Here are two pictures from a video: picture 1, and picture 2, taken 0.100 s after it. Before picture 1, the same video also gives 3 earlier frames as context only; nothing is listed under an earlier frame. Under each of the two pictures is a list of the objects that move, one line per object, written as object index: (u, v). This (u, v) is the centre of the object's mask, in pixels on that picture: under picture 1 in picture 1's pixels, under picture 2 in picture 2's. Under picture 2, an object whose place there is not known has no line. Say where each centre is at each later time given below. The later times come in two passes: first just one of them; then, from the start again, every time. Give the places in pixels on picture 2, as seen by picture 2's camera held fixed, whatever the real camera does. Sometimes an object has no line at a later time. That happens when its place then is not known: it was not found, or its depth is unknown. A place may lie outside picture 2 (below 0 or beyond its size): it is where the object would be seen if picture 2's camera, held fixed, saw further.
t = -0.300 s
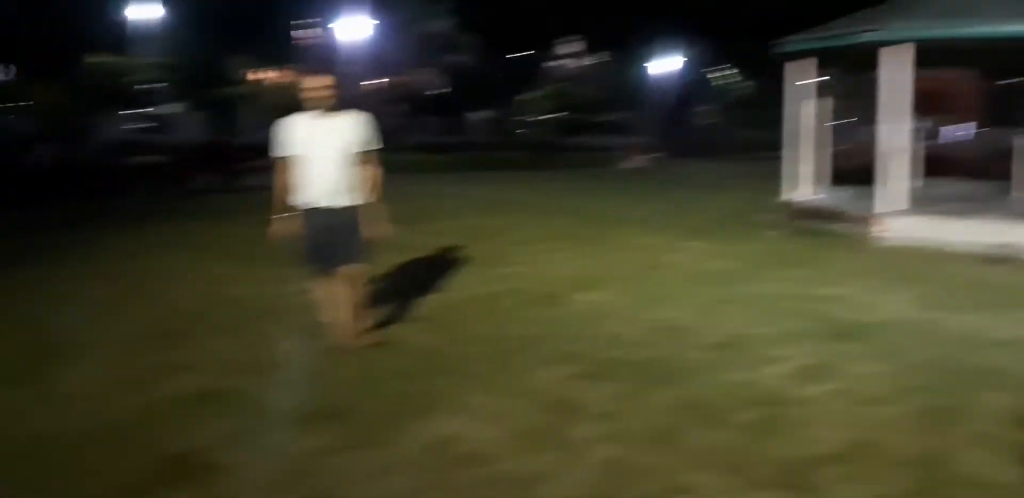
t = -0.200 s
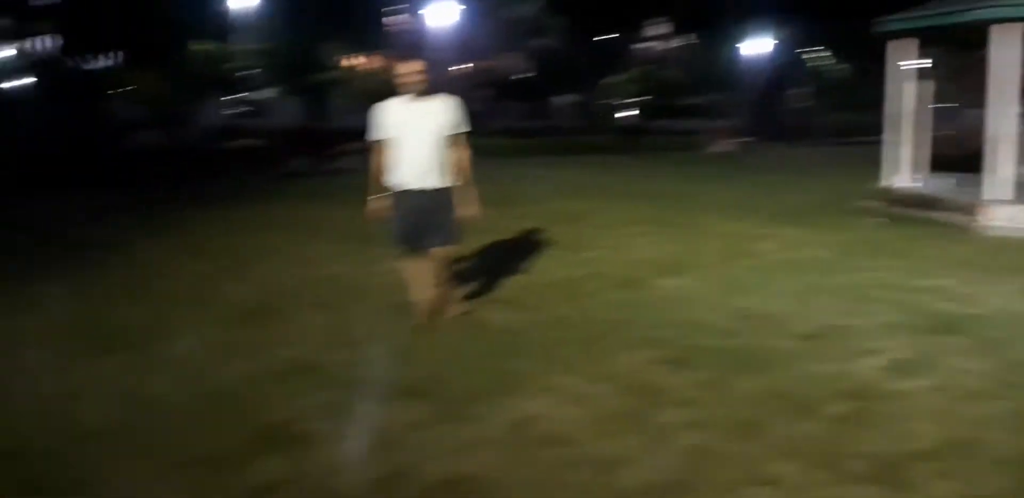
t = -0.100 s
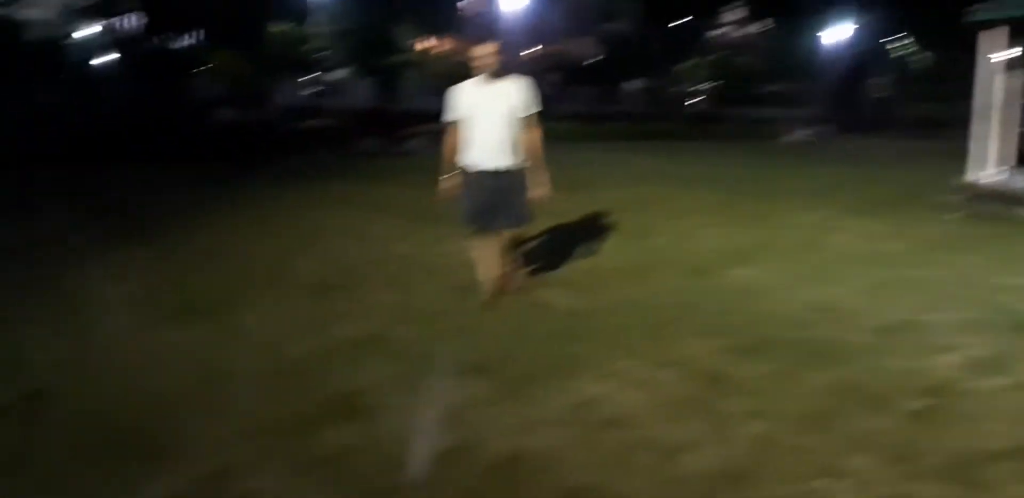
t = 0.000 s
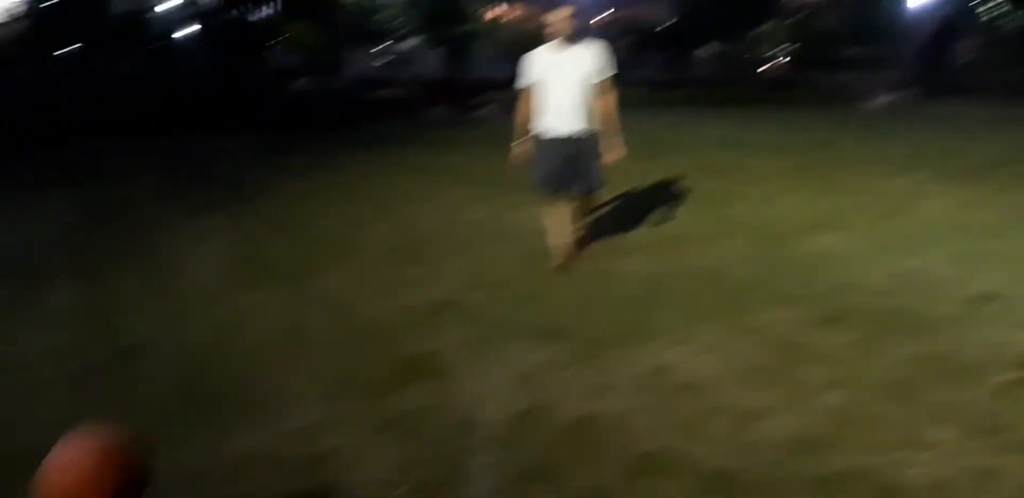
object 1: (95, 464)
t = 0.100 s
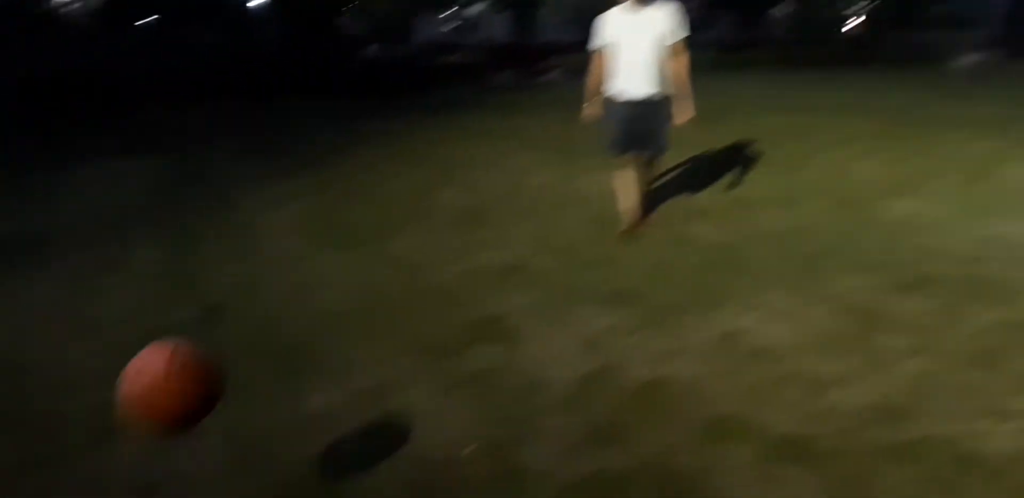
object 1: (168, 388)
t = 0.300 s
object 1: (173, 402)
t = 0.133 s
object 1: (166, 382)
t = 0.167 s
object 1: (167, 377)
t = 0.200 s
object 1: (169, 378)
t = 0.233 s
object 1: (171, 382)
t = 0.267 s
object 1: (172, 389)
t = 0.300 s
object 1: (173, 402)
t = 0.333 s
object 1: (176, 416)
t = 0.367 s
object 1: (178, 433)
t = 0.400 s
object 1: (182, 458)
